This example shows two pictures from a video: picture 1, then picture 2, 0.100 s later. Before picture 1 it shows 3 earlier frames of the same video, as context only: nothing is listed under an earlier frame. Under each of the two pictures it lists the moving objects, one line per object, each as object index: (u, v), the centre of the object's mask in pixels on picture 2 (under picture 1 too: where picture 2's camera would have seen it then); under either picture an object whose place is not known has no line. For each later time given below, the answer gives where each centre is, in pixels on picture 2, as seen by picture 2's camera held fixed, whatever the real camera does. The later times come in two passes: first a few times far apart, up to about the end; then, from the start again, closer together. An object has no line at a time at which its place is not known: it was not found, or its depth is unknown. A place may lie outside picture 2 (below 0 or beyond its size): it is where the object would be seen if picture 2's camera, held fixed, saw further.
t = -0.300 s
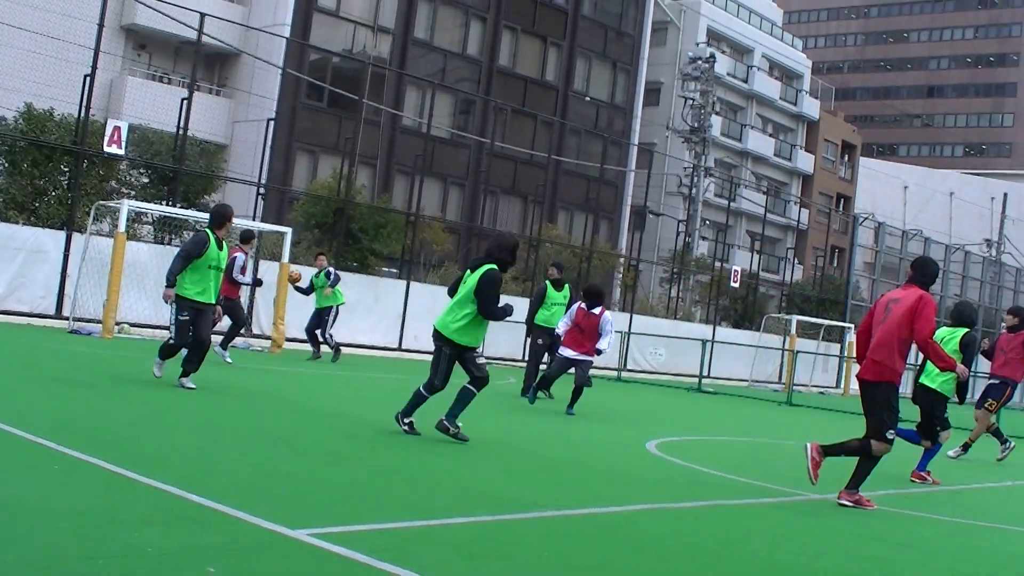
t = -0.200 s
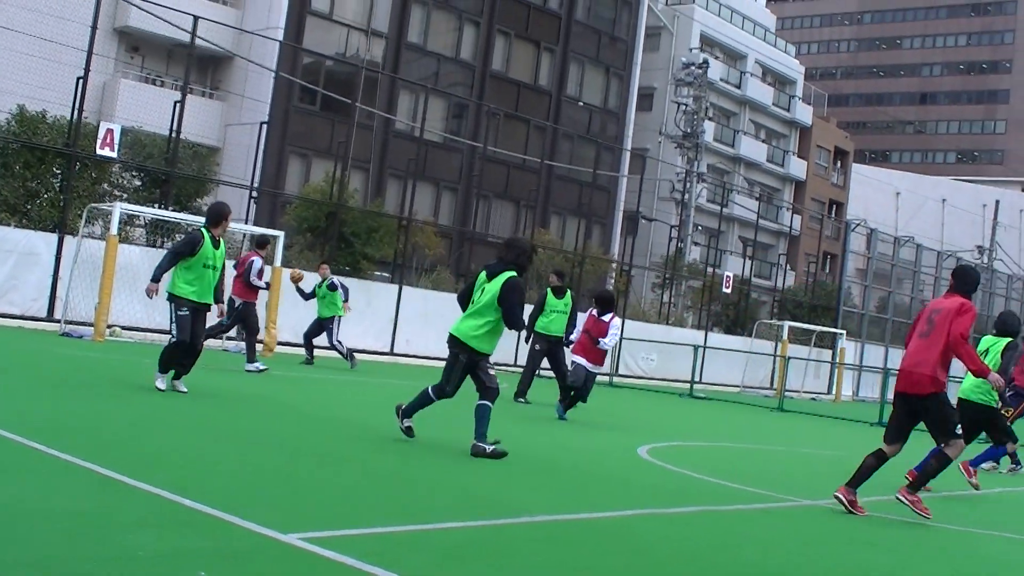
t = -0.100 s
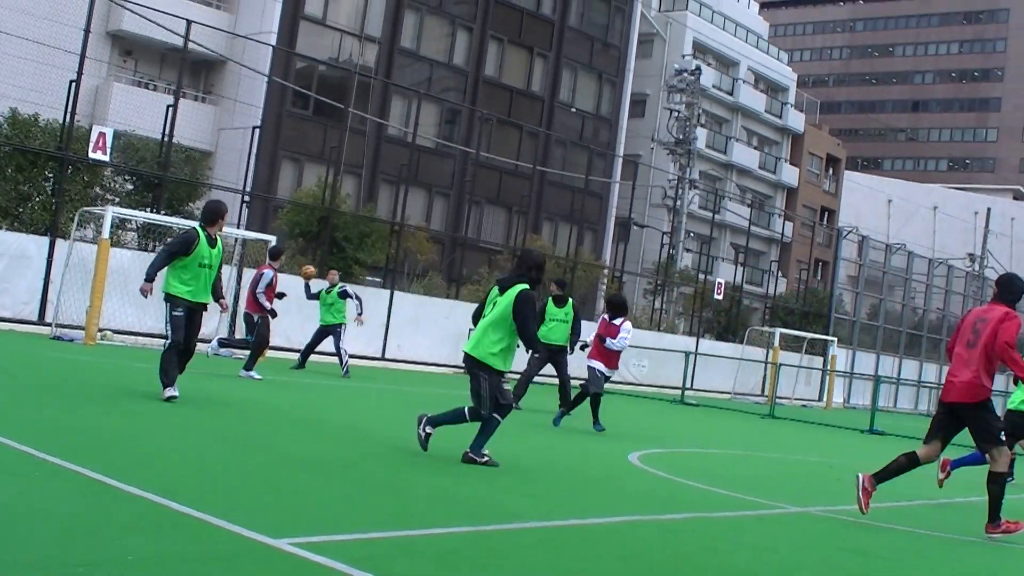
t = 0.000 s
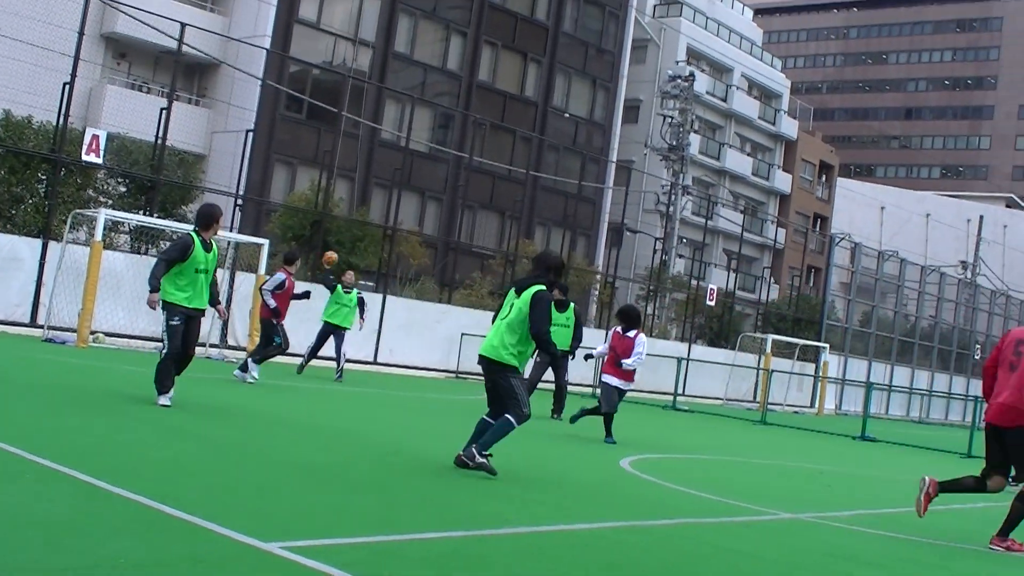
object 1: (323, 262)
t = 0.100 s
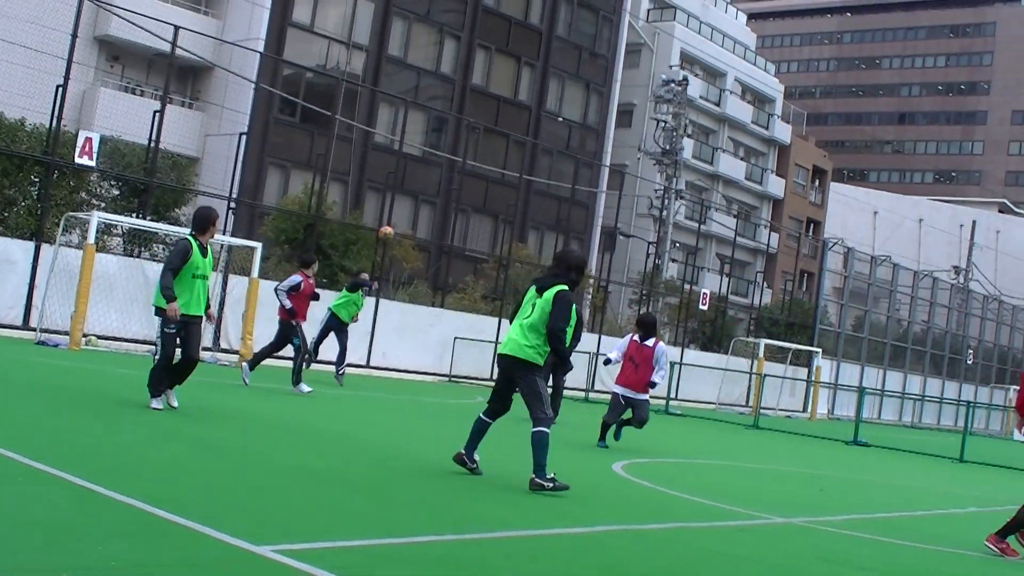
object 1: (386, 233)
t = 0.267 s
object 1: (512, 197)
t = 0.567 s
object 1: (775, 173)
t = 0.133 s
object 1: (410, 225)
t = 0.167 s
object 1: (435, 217)
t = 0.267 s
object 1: (512, 197)
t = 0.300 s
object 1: (539, 191)
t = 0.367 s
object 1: (596, 178)
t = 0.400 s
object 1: (623, 173)
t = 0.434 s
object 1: (651, 172)
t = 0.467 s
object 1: (682, 173)
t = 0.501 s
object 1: (711, 173)
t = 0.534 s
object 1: (744, 173)
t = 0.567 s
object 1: (775, 173)
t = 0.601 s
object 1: (808, 175)
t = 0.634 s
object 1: (842, 178)
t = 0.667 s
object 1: (878, 179)
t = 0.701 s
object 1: (915, 185)
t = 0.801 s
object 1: (1035, 204)
